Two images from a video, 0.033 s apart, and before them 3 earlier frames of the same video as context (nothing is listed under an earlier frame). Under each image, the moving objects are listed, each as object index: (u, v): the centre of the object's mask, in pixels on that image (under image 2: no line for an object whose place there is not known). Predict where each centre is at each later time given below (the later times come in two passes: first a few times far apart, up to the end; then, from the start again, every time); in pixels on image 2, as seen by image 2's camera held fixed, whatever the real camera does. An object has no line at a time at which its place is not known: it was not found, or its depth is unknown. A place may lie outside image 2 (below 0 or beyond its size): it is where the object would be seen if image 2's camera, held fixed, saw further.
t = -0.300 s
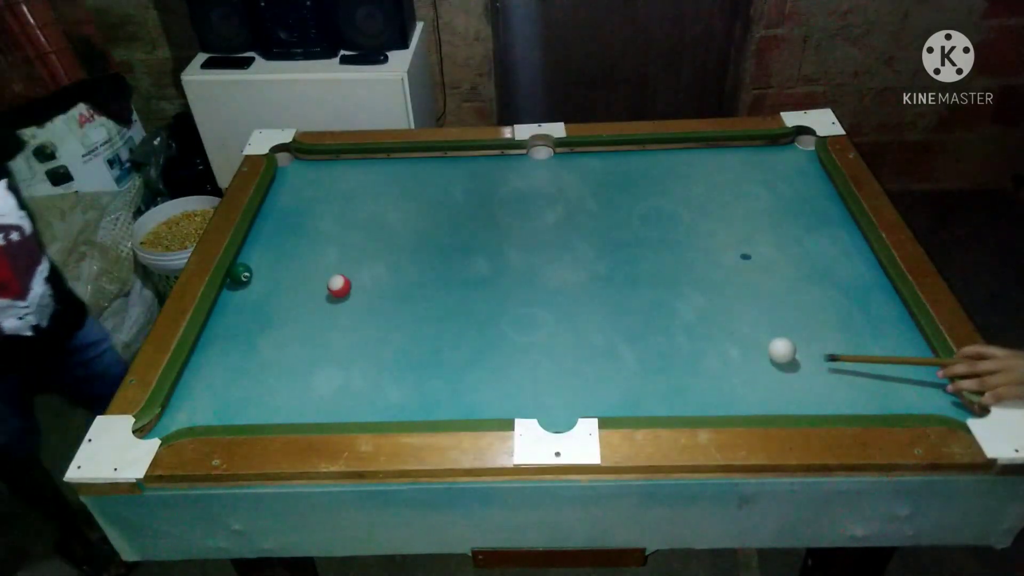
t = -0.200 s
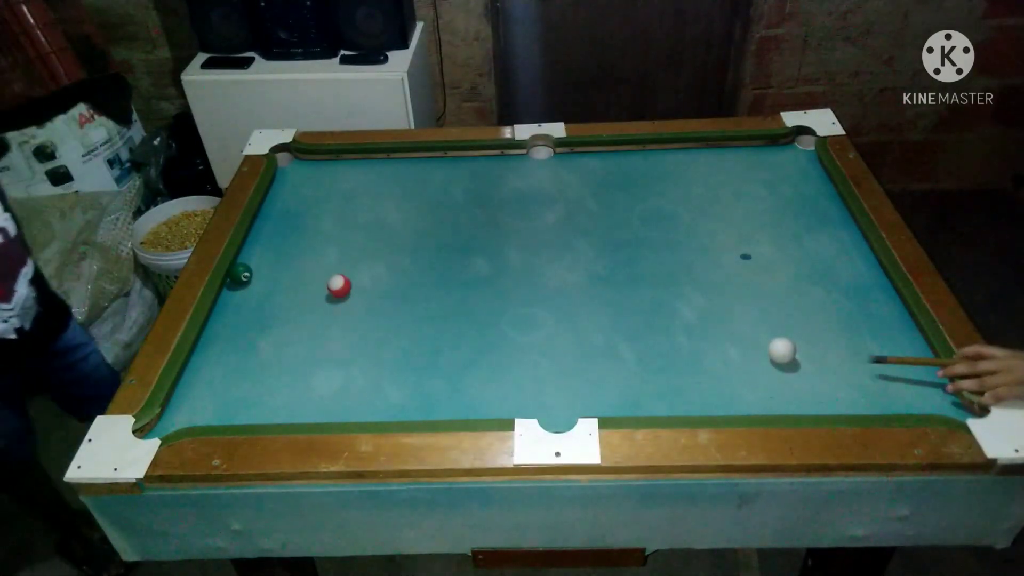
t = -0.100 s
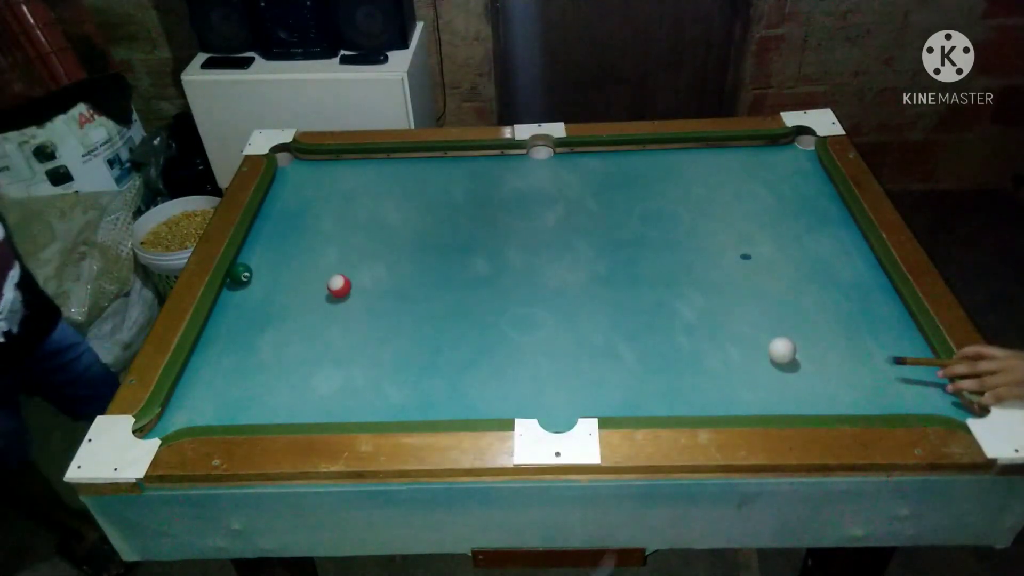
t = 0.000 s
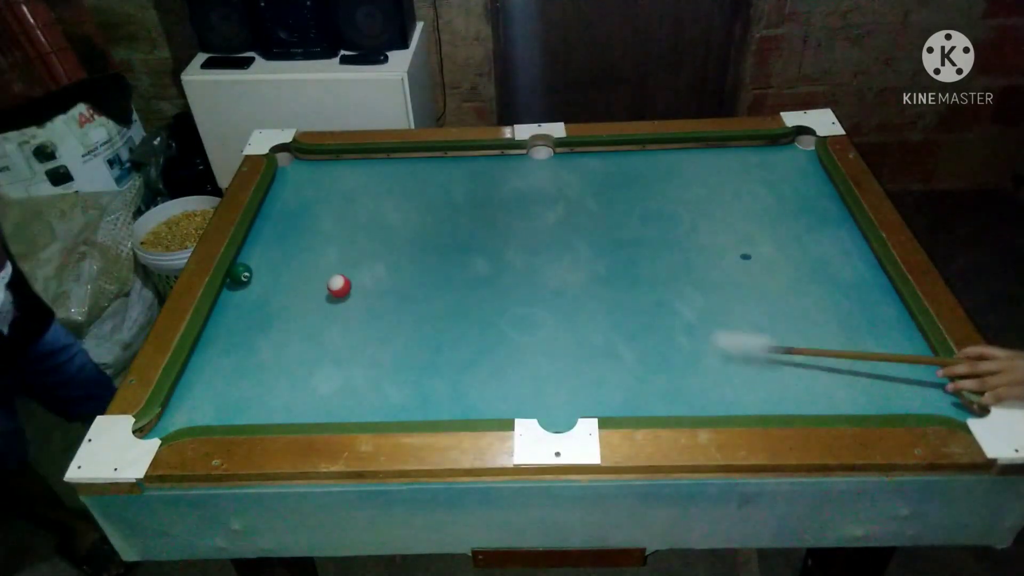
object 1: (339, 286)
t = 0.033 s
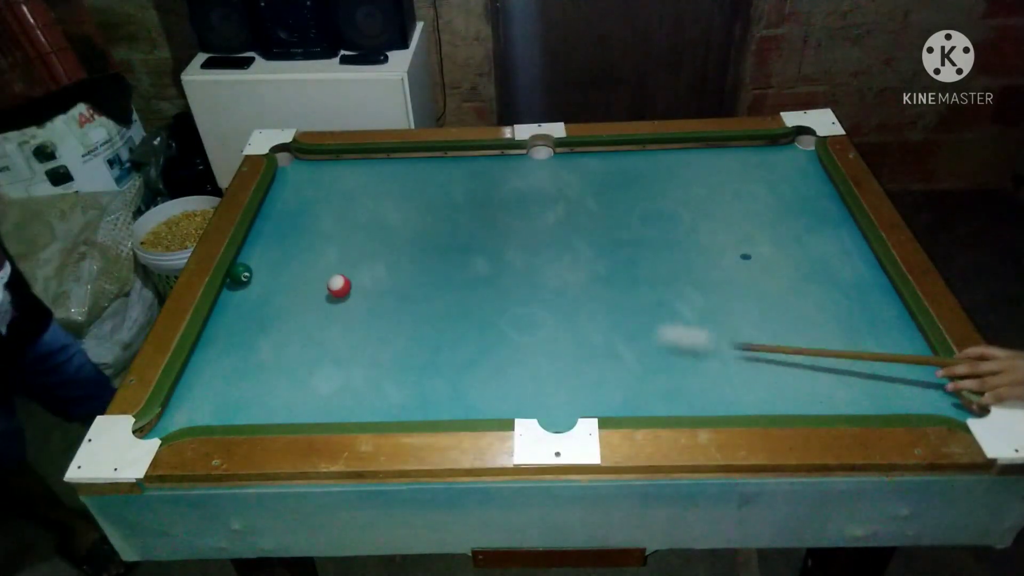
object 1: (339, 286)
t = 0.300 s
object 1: (334, 283)
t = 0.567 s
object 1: (279, 225)
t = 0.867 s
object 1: (377, 187)
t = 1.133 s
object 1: (450, 158)
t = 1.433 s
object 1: (506, 173)
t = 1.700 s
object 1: (556, 190)
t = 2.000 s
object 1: (612, 208)
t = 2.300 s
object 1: (668, 222)
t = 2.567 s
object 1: (716, 234)
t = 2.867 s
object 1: (768, 246)
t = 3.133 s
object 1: (810, 254)
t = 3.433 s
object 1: (855, 263)
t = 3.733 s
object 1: (853, 269)
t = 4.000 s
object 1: (839, 275)
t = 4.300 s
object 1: (831, 279)
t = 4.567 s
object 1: (828, 281)
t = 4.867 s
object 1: (828, 280)
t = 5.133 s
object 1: (828, 281)
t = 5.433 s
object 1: (828, 281)
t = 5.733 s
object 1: (828, 281)
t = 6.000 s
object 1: (828, 281)
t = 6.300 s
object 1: (828, 281)
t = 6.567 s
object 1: (828, 281)
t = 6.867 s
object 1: (828, 281)
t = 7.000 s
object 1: (828, 280)
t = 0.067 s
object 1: (339, 286)
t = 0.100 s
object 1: (339, 286)
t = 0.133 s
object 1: (339, 286)
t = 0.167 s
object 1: (339, 286)
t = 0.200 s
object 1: (339, 286)
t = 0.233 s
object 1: (338, 287)
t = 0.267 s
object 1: (339, 286)
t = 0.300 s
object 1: (334, 283)
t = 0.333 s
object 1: (318, 273)
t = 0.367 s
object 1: (303, 265)
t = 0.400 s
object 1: (291, 256)
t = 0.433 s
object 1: (279, 249)
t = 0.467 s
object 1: (268, 241)
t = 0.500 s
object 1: (259, 234)
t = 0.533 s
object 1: (268, 230)
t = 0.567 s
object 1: (279, 225)
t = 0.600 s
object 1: (291, 221)
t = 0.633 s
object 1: (303, 216)
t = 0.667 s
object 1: (313, 212)
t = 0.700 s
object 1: (324, 208)
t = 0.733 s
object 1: (335, 203)
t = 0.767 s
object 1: (346, 200)
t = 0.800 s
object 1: (357, 195)
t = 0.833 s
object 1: (367, 192)
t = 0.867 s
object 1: (377, 187)
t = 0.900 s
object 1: (386, 183)
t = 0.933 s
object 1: (396, 180)
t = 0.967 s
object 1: (405, 176)
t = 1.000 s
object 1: (415, 172)
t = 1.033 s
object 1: (424, 168)
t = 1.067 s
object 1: (433, 165)
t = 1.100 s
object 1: (441, 162)
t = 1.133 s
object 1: (450, 158)
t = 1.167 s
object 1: (458, 156)
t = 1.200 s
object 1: (463, 158)
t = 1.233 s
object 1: (469, 160)
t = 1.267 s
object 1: (476, 163)
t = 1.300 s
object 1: (481, 164)
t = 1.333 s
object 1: (488, 167)
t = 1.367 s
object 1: (494, 169)
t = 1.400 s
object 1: (500, 171)
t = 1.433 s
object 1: (506, 173)
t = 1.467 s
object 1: (512, 175)
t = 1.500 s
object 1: (518, 177)
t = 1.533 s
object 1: (524, 180)
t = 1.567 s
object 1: (530, 182)
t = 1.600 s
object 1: (536, 184)
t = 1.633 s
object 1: (543, 186)
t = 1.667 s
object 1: (550, 188)
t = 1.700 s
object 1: (556, 190)
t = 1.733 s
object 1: (561, 192)
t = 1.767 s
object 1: (568, 194)
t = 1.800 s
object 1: (574, 196)
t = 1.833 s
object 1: (581, 198)
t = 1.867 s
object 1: (587, 199)
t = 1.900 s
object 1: (593, 201)
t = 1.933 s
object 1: (599, 203)
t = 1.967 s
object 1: (606, 205)
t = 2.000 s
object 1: (612, 208)
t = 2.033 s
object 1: (618, 209)
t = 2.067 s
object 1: (624, 211)
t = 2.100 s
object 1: (631, 212)
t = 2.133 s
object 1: (637, 214)
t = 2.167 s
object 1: (643, 216)
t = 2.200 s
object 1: (649, 217)
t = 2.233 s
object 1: (655, 219)
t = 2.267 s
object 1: (661, 220)
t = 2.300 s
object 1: (668, 222)
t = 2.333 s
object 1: (674, 224)
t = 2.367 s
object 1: (680, 226)
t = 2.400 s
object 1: (686, 227)
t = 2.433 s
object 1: (692, 228)
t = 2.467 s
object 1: (698, 230)
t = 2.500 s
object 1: (704, 231)
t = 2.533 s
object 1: (710, 233)
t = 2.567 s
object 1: (716, 234)
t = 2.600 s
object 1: (721, 235)
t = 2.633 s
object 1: (728, 237)
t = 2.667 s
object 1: (734, 238)
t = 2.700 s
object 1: (739, 240)
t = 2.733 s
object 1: (745, 242)
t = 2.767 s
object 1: (750, 242)
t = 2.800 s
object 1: (756, 243)
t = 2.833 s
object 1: (762, 244)
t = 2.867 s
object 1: (768, 246)
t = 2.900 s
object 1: (773, 247)
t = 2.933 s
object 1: (778, 248)
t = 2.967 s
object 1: (783, 249)
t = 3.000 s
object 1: (788, 250)
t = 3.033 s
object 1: (793, 251)
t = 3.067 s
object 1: (799, 252)
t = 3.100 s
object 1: (804, 253)
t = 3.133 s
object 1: (810, 254)
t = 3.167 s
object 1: (815, 255)
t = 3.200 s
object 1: (819, 256)
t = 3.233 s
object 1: (825, 258)
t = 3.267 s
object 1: (830, 258)
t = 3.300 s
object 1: (835, 260)
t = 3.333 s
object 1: (840, 260)
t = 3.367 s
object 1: (845, 261)
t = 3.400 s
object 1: (850, 262)
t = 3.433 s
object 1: (855, 263)
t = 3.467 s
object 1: (859, 264)
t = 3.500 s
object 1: (864, 265)
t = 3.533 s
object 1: (868, 265)
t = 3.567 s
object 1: (866, 267)
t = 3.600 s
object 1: (863, 267)
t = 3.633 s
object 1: (861, 268)
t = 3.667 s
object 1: (858, 269)
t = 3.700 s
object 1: (856, 269)
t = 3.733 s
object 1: (853, 269)
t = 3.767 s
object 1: (851, 270)
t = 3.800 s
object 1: (850, 271)
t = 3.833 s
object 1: (848, 272)
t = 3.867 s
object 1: (846, 273)
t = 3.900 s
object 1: (844, 273)
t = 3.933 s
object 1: (843, 273)
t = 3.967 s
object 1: (841, 274)
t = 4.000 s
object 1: (839, 275)
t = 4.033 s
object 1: (838, 275)
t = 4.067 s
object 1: (837, 276)
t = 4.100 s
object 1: (836, 276)
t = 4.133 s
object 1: (834, 277)
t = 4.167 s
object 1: (833, 278)
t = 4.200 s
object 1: (832, 278)
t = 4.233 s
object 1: (831, 279)
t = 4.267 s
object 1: (832, 279)
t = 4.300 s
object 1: (831, 279)
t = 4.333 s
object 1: (831, 280)
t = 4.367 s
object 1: (830, 280)
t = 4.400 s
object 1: (829, 280)
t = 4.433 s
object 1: (829, 280)
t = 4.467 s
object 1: (829, 280)
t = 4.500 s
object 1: (829, 280)
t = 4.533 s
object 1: (829, 281)
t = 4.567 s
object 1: (828, 281)
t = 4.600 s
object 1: (828, 281)
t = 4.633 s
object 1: (828, 281)
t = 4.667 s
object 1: (828, 281)
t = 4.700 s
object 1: (828, 280)
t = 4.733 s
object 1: (828, 280)
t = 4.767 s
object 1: (828, 280)
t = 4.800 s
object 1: (828, 280)
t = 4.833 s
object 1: (828, 280)
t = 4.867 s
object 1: (828, 280)
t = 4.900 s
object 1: (828, 280)
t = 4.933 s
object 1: (828, 280)
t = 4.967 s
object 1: (828, 281)
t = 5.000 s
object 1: (828, 280)
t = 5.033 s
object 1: (828, 280)
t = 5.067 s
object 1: (828, 280)
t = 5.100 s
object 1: (828, 281)
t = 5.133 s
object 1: (828, 281)
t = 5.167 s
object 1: (828, 281)
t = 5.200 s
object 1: (828, 281)
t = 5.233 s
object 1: (828, 281)
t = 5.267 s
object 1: (828, 281)
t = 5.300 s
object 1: (828, 281)
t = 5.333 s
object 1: (828, 281)
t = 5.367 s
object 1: (828, 280)
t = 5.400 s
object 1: (828, 281)
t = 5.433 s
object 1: (828, 281)
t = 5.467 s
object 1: (828, 280)
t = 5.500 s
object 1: (828, 280)
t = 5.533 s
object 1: (828, 281)
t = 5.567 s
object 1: (828, 281)
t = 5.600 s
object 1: (828, 280)
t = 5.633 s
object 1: (828, 280)
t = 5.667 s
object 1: (828, 280)
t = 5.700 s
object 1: (828, 281)
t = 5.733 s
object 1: (828, 281)
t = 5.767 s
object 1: (828, 281)
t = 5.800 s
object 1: (828, 281)
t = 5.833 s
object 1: (828, 281)
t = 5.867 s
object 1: (828, 281)
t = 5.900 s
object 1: (828, 281)
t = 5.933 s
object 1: (828, 281)
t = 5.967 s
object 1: (828, 281)
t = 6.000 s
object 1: (828, 281)
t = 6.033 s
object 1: (828, 281)
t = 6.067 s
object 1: (828, 281)
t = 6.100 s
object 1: (828, 281)
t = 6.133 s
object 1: (828, 281)
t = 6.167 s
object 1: (828, 281)
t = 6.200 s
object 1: (828, 281)
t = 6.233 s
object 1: (828, 281)
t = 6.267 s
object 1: (828, 281)
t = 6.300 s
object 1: (828, 281)
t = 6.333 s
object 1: (828, 281)
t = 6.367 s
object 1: (828, 281)
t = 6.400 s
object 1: (828, 281)
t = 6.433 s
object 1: (828, 281)
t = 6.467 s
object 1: (828, 281)
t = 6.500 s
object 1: (828, 281)
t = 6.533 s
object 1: (828, 281)
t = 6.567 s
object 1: (828, 281)
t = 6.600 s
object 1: (828, 281)
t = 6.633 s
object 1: (828, 281)
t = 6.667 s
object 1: (828, 281)
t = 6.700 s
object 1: (828, 281)
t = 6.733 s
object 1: (828, 281)
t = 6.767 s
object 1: (828, 281)
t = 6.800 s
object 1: (828, 281)
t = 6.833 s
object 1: (828, 280)
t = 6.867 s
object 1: (828, 281)
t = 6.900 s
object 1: (828, 281)
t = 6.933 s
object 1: (828, 280)
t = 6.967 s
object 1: (828, 280)
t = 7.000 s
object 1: (828, 280)
